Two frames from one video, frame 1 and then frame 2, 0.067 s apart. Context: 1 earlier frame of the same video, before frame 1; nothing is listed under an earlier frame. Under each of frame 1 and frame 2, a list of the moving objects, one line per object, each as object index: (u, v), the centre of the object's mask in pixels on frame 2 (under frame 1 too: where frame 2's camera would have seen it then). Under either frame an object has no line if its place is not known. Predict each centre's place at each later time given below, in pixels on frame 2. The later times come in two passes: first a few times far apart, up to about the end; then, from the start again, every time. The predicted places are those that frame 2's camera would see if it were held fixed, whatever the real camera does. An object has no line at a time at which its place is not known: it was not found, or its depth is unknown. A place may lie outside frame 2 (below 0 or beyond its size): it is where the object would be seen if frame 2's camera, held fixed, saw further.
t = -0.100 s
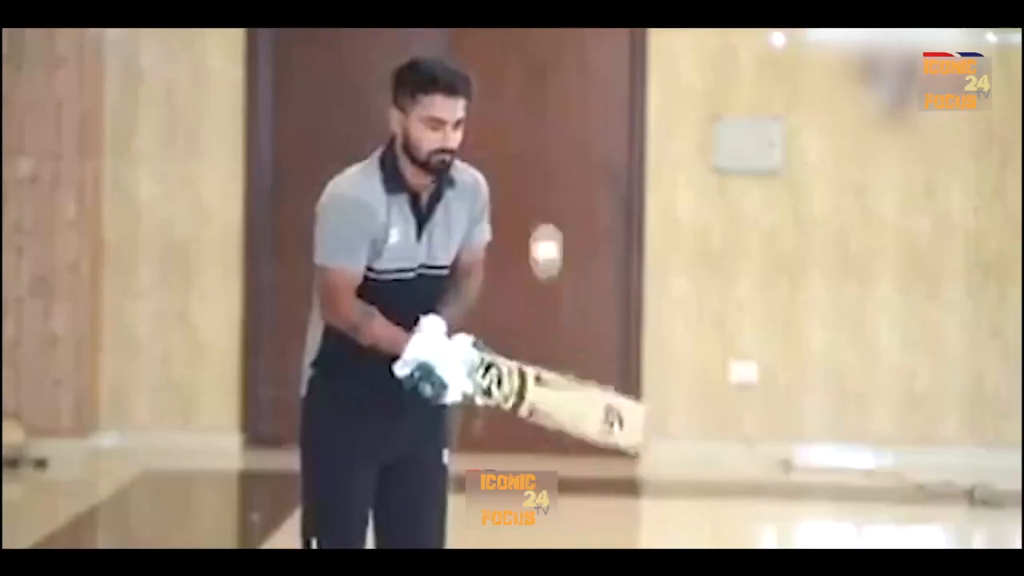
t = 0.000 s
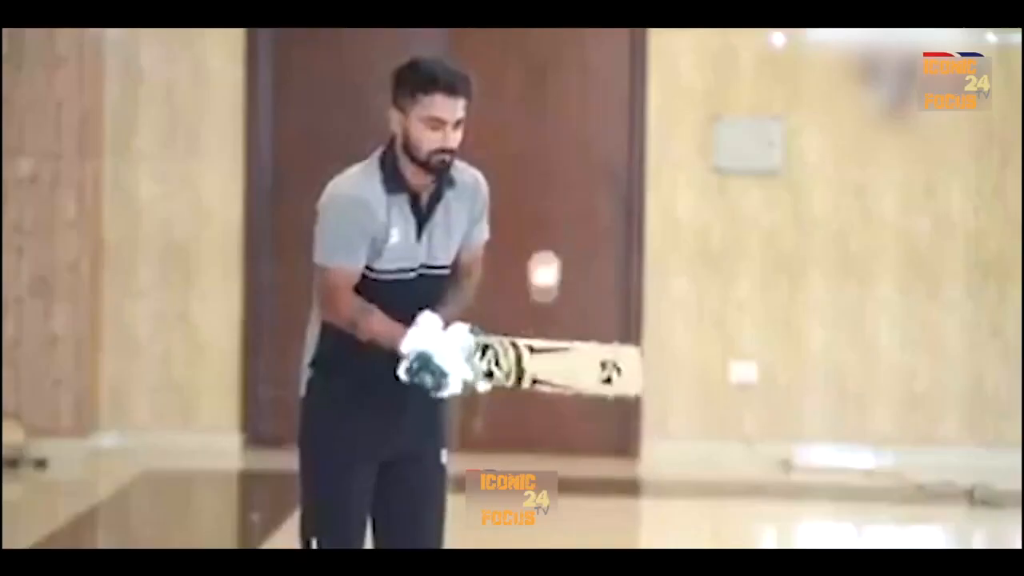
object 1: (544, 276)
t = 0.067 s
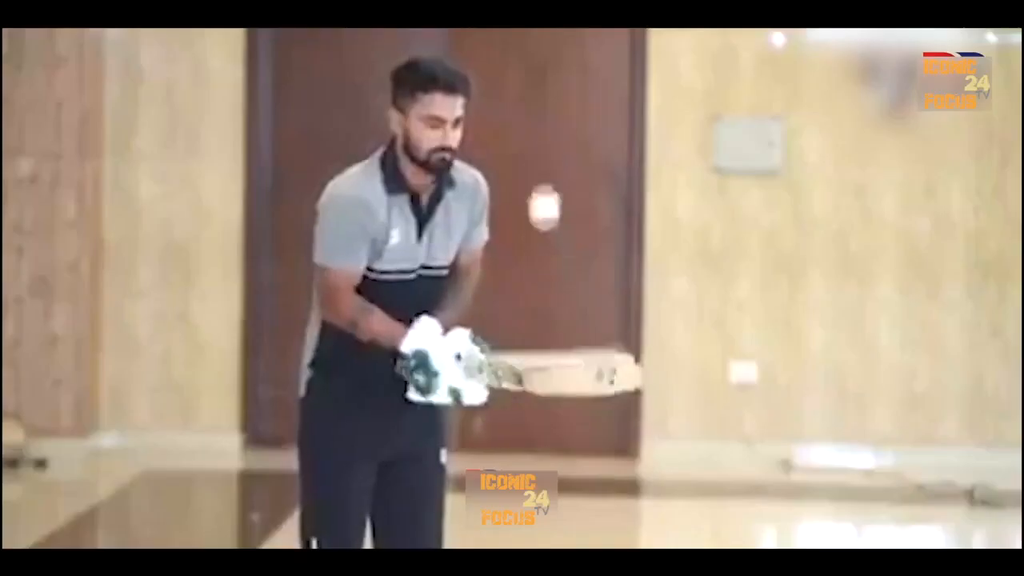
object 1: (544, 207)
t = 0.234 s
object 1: (543, 164)
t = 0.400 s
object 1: (538, 303)
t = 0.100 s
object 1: (544, 184)
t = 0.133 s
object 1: (544, 169)
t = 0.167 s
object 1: (544, 160)
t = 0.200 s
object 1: (544, 159)
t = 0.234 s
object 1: (543, 164)
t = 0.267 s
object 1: (543, 177)
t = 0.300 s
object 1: (542, 196)
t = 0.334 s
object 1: (541, 227)
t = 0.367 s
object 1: (540, 259)
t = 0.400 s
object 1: (538, 303)
